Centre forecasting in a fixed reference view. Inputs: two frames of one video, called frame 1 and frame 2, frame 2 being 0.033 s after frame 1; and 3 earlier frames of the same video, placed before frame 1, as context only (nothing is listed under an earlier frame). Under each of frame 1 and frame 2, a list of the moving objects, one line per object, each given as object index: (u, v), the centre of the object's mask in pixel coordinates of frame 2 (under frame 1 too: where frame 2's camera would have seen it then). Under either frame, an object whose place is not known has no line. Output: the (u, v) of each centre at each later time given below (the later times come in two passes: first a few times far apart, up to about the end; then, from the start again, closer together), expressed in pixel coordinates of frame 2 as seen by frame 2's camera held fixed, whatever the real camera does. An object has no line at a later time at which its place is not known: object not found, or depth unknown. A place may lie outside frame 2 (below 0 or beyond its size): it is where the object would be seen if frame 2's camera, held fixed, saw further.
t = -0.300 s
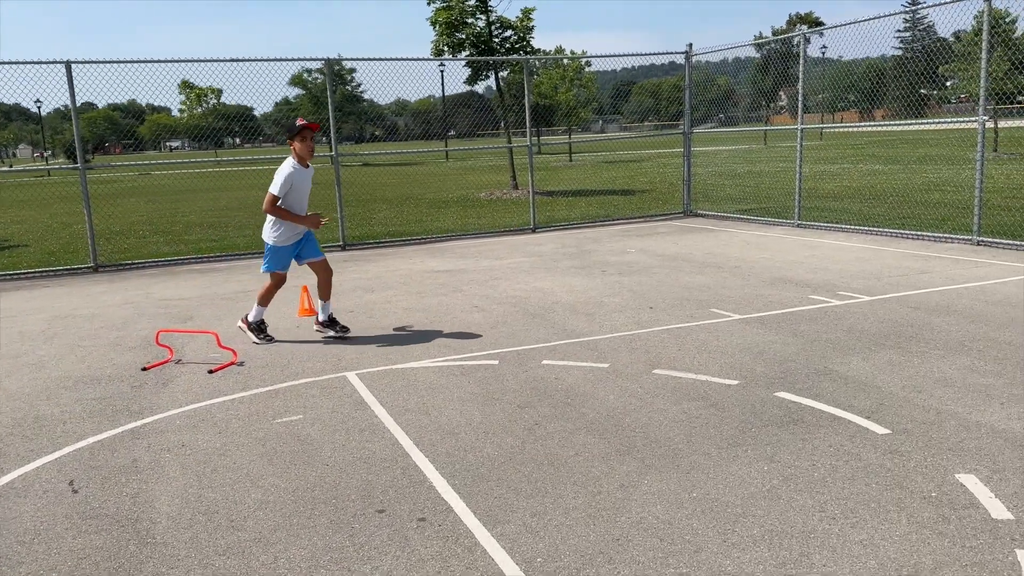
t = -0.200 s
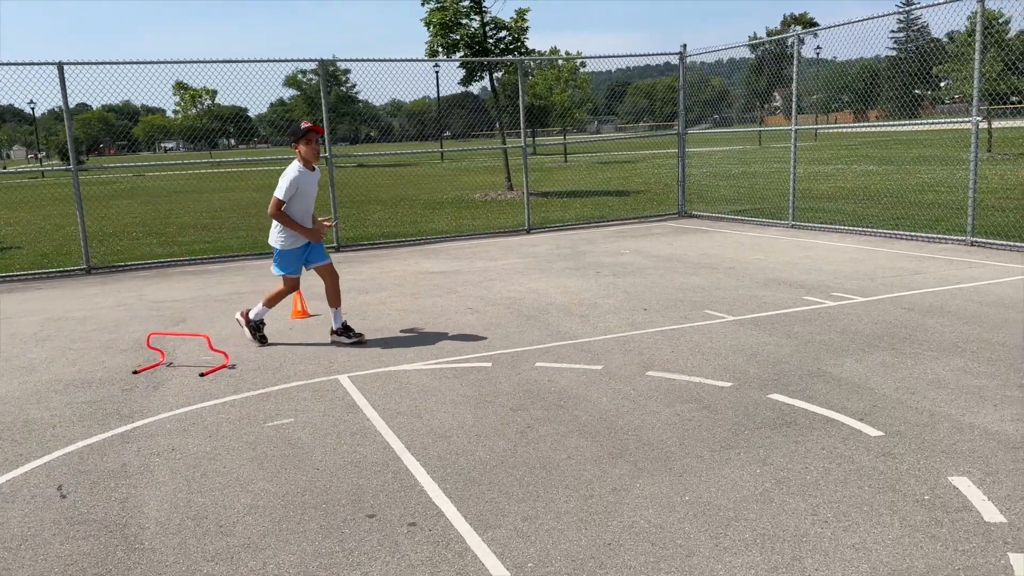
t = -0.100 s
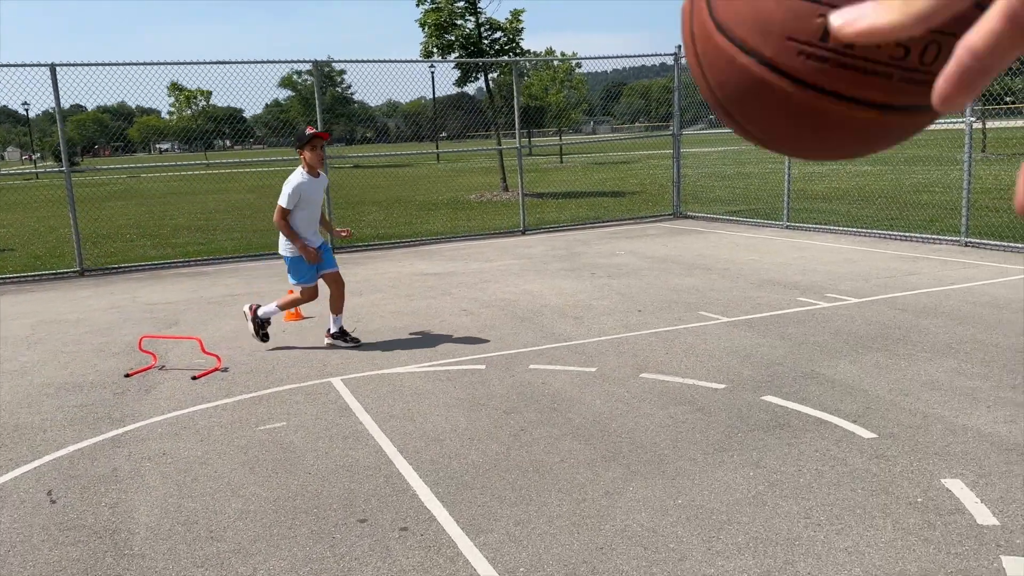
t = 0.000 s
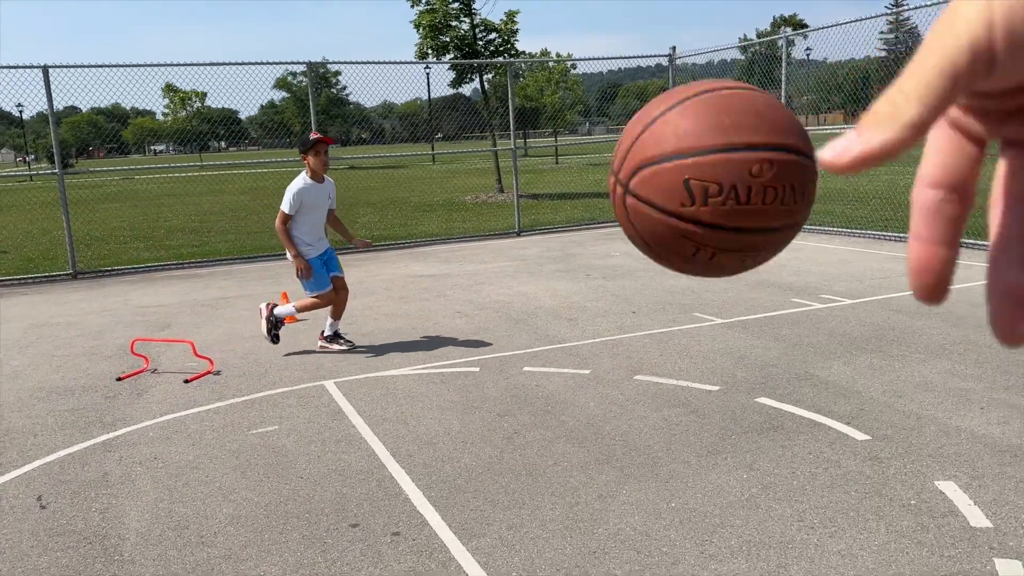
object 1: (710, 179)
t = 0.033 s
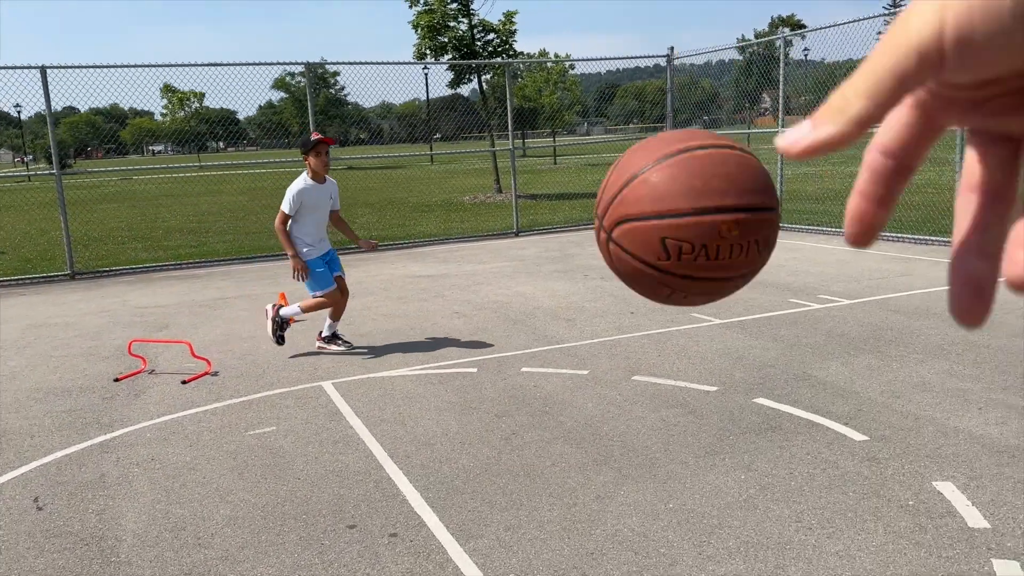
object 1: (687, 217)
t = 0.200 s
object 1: (622, 350)
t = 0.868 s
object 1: (548, 305)
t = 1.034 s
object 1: (540, 242)
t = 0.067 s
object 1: (668, 250)
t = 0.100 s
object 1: (653, 279)
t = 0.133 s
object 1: (641, 305)
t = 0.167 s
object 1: (631, 328)
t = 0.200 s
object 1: (622, 350)
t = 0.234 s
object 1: (614, 370)
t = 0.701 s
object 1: (561, 398)
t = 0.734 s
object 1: (559, 376)
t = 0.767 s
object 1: (556, 356)
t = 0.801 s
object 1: (553, 338)
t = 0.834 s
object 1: (551, 321)
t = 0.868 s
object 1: (548, 305)
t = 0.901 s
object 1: (547, 290)
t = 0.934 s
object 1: (545, 276)
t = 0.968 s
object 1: (543, 264)
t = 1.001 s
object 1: (541, 252)
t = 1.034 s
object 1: (540, 242)
